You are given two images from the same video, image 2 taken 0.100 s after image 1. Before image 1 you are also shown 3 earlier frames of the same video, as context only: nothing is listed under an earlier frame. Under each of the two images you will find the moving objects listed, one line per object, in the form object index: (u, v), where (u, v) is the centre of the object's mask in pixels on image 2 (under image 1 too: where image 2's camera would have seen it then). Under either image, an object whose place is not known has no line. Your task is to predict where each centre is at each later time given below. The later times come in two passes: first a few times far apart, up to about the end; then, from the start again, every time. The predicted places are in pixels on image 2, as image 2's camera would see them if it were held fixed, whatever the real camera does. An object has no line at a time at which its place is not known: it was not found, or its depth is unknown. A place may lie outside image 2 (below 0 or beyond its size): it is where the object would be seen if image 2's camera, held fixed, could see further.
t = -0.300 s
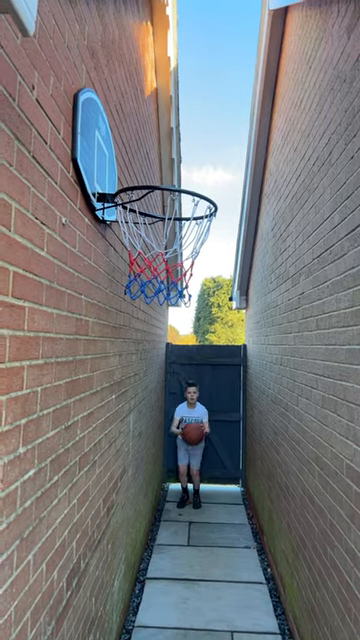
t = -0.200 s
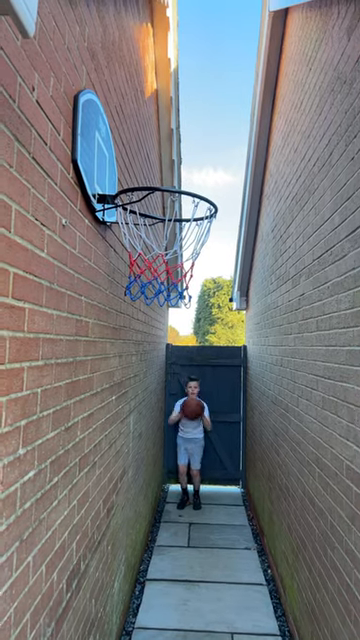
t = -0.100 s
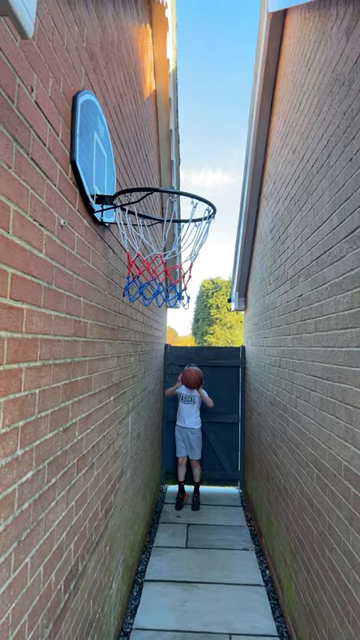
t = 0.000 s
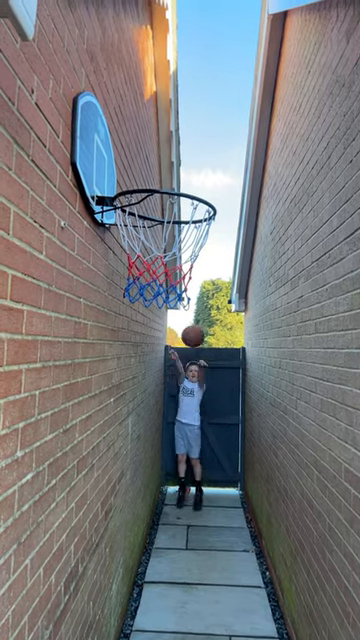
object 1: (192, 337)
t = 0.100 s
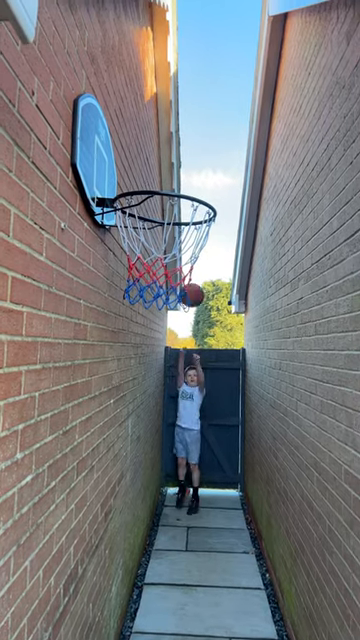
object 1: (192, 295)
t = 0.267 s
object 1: (187, 236)
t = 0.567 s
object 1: (176, 176)
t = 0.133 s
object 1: (191, 282)
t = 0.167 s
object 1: (191, 270)
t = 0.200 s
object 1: (191, 257)
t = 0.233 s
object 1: (189, 245)
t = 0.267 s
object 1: (187, 236)
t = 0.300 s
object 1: (187, 224)
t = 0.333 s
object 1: (186, 213)
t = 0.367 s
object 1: (186, 206)
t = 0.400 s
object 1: (184, 198)
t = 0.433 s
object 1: (183, 191)
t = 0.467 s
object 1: (182, 184)
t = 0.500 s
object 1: (178, 178)
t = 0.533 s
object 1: (177, 177)
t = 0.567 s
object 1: (176, 176)
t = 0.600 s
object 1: (174, 176)
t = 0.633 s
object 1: (171, 177)
